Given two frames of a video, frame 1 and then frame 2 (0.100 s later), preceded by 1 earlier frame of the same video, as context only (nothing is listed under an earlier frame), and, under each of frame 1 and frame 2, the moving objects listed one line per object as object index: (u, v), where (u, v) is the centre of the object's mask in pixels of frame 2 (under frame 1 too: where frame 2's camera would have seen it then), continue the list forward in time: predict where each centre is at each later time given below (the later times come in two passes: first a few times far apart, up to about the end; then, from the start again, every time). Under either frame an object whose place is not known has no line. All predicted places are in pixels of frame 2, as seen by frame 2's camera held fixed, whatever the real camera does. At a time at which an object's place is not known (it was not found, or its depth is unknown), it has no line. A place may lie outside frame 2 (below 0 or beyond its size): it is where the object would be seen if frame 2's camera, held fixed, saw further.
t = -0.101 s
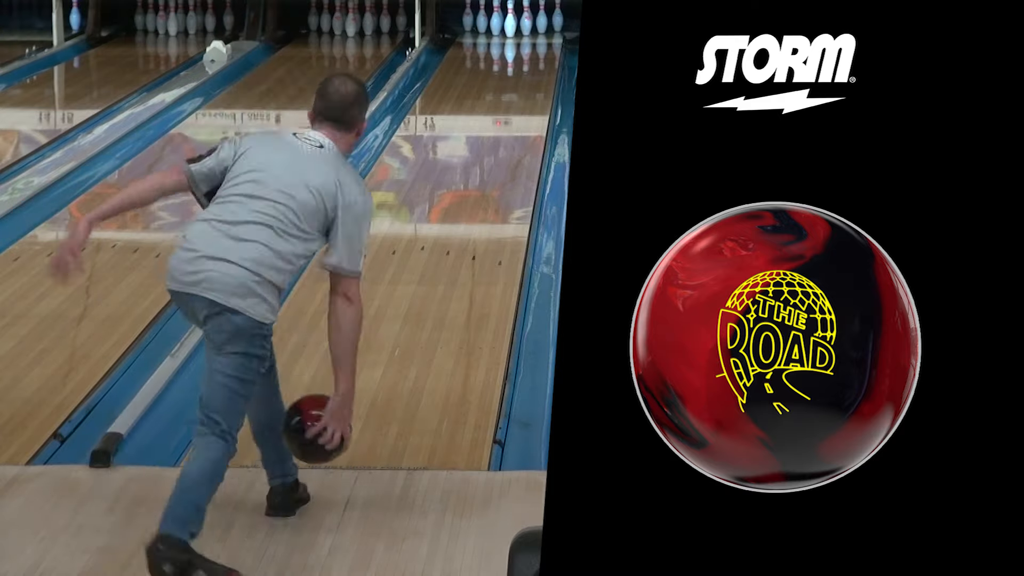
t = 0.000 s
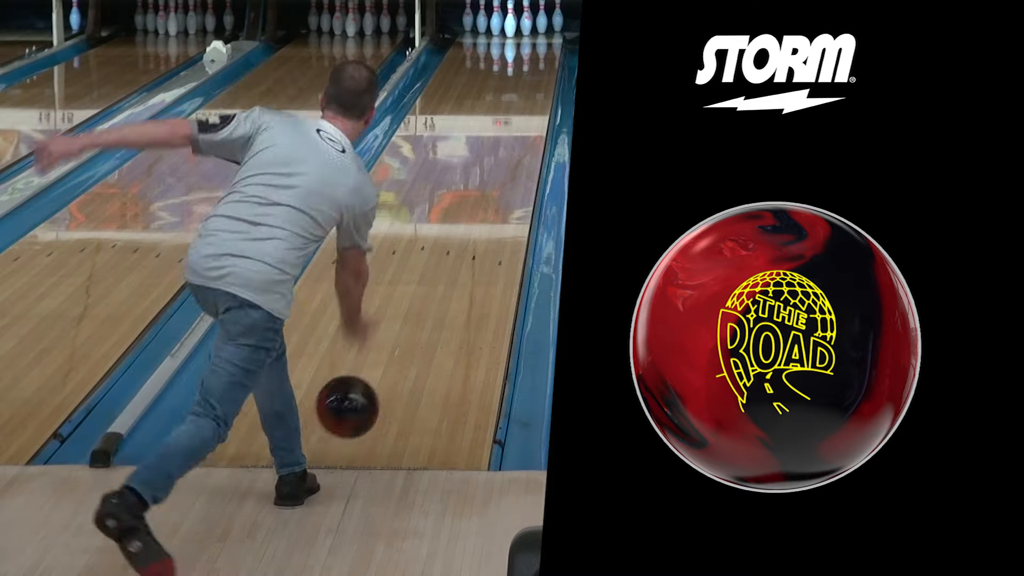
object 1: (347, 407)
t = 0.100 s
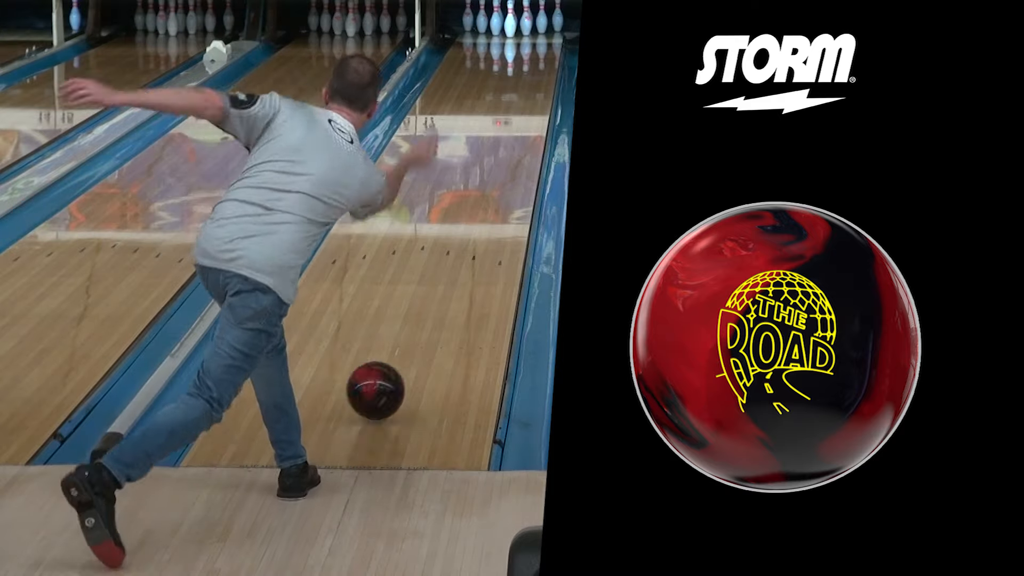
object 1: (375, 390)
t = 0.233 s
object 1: (405, 338)
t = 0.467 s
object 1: (445, 262)
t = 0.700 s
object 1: (474, 206)
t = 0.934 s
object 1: (496, 164)
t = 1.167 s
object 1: (512, 130)
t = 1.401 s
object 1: (525, 103)
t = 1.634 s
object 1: (532, 80)
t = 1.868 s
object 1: (535, 60)
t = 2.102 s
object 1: (531, 44)
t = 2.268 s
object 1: (525, 35)
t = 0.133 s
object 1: (384, 377)
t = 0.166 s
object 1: (391, 361)
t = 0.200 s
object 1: (399, 348)
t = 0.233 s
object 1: (405, 338)
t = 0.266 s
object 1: (412, 325)
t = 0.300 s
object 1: (418, 313)
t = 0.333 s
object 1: (424, 302)
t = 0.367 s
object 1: (430, 291)
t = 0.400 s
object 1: (435, 281)
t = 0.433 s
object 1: (440, 271)
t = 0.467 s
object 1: (445, 262)
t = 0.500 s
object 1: (450, 253)
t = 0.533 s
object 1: (454, 244)
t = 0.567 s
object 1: (459, 236)
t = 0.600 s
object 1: (463, 228)
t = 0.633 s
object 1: (467, 220)
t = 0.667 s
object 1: (471, 213)
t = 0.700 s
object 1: (474, 206)
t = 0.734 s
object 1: (478, 199)
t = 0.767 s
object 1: (481, 193)
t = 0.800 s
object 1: (485, 186)
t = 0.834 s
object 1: (488, 181)
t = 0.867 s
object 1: (491, 175)
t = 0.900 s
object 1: (493, 169)
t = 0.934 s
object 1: (496, 164)
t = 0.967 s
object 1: (499, 159)
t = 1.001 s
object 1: (501, 154)
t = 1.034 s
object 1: (504, 149)
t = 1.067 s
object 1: (506, 144)
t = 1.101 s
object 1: (508, 139)
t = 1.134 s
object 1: (510, 135)
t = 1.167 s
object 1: (512, 130)
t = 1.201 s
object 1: (514, 126)
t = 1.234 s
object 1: (516, 122)
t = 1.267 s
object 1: (518, 118)
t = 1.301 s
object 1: (520, 114)
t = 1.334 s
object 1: (521, 110)
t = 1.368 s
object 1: (523, 106)
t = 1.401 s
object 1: (525, 103)
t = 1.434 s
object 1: (526, 99)
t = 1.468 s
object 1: (527, 96)
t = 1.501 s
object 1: (528, 93)
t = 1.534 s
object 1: (529, 89)
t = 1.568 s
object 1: (531, 86)
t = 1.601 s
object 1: (531, 83)
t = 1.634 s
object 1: (532, 80)
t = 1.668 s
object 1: (533, 77)
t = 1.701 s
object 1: (533, 74)
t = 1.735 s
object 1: (534, 71)
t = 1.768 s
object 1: (534, 69)
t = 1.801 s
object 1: (535, 65)
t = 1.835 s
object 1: (535, 63)
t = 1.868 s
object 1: (535, 60)
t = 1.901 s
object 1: (534, 58)
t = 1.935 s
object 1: (534, 55)
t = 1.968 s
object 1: (534, 53)
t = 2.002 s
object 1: (533, 51)
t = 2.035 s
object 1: (532, 48)
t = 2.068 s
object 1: (532, 46)
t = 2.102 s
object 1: (531, 44)
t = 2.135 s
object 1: (530, 42)
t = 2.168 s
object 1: (529, 40)
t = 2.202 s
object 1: (528, 39)
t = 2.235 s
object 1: (527, 37)
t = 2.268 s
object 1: (525, 35)
